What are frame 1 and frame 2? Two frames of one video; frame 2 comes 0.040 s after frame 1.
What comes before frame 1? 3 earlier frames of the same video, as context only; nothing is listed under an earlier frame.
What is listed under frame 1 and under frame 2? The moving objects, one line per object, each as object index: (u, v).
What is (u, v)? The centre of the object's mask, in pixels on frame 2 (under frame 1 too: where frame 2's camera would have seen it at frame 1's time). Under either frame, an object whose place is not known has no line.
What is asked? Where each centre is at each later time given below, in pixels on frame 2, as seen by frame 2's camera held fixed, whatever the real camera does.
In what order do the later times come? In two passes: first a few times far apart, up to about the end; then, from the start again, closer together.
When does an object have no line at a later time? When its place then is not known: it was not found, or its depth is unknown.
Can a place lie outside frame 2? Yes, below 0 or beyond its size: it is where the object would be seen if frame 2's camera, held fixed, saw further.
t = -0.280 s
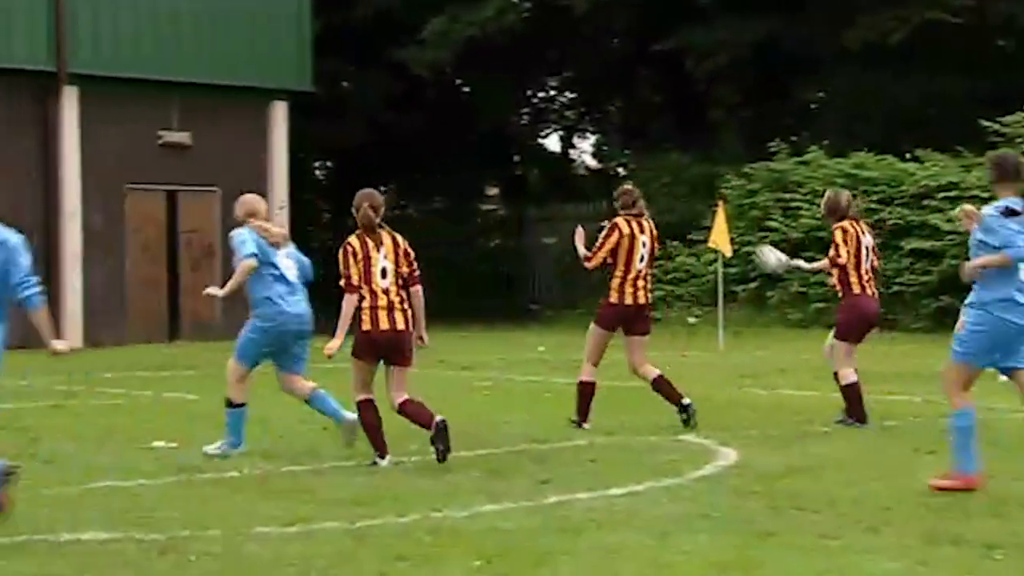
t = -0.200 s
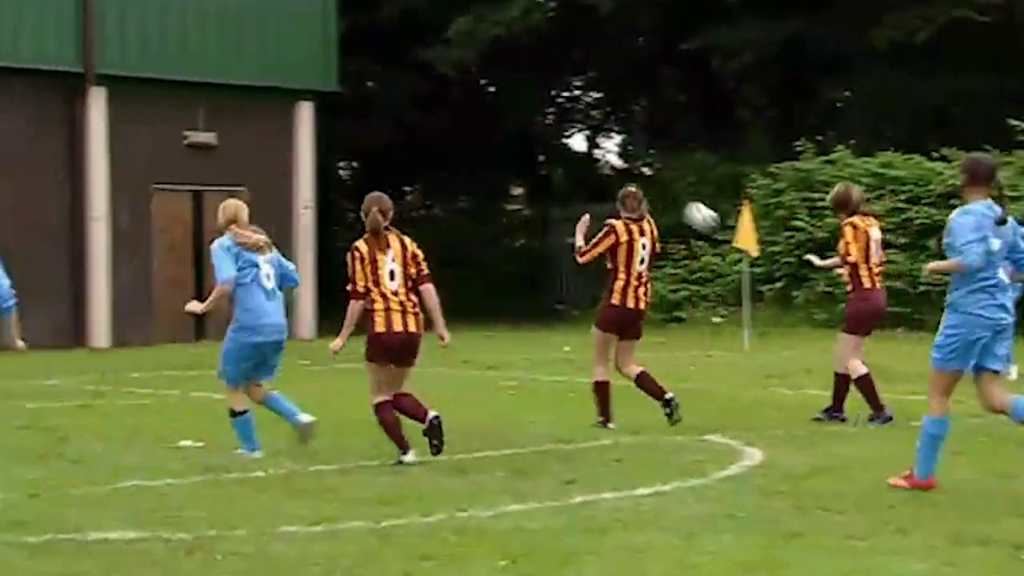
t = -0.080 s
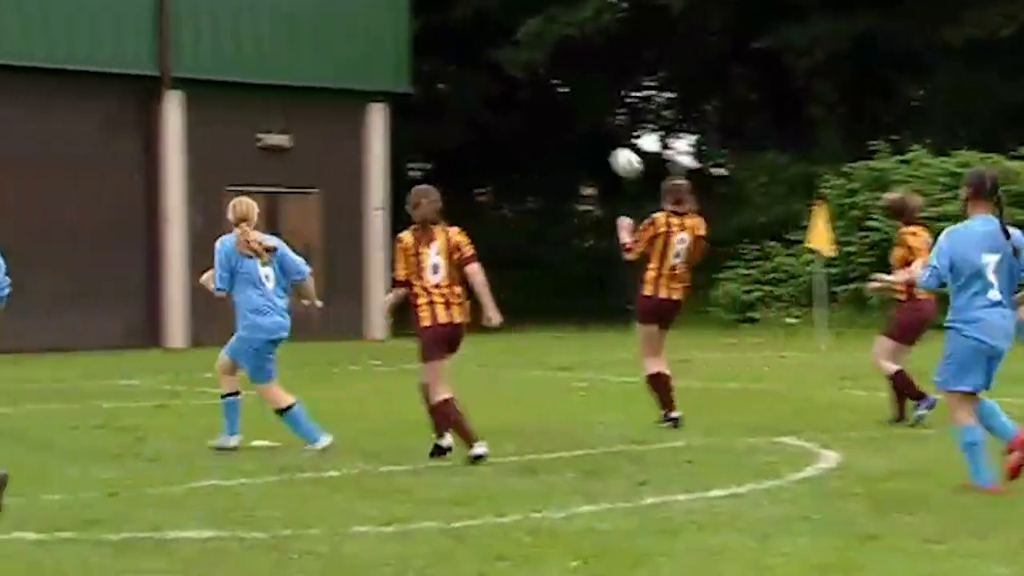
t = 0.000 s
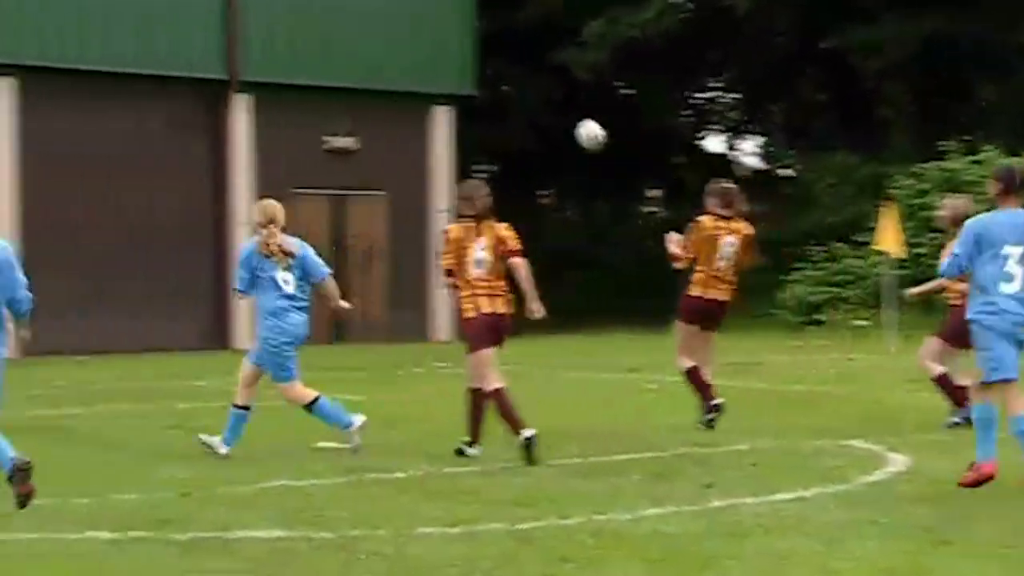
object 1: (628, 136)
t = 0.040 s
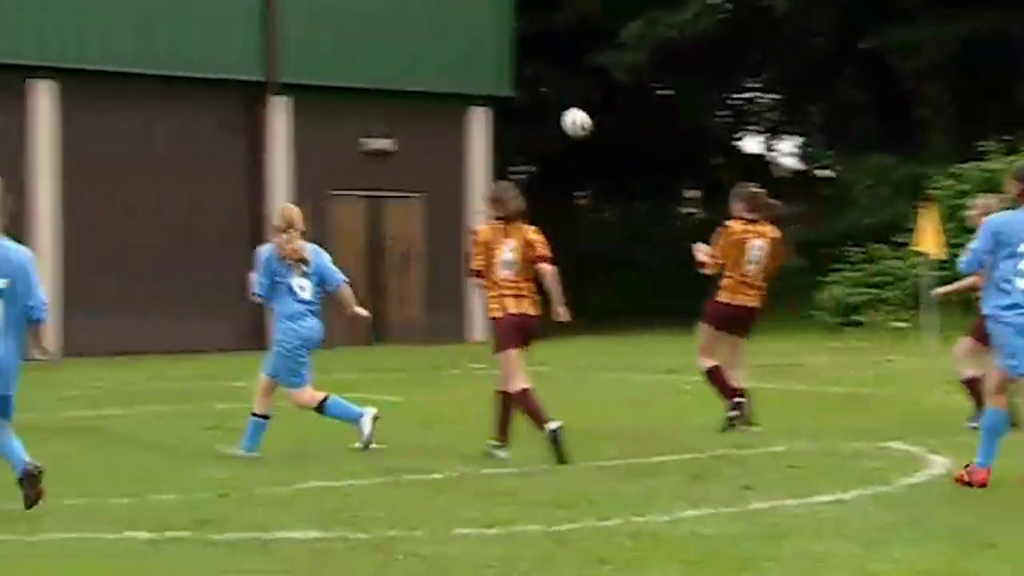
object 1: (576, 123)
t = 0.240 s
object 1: (313, 82)
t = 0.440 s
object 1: (16, 82)
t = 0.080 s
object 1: (525, 111)
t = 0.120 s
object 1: (472, 102)
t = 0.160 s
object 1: (417, 94)
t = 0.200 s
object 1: (369, 87)
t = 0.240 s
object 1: (313, 82)
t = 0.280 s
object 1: (256, 79)
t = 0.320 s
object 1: (197, 77)
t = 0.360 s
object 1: (137, 76)
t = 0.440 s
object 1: (16, 82)
